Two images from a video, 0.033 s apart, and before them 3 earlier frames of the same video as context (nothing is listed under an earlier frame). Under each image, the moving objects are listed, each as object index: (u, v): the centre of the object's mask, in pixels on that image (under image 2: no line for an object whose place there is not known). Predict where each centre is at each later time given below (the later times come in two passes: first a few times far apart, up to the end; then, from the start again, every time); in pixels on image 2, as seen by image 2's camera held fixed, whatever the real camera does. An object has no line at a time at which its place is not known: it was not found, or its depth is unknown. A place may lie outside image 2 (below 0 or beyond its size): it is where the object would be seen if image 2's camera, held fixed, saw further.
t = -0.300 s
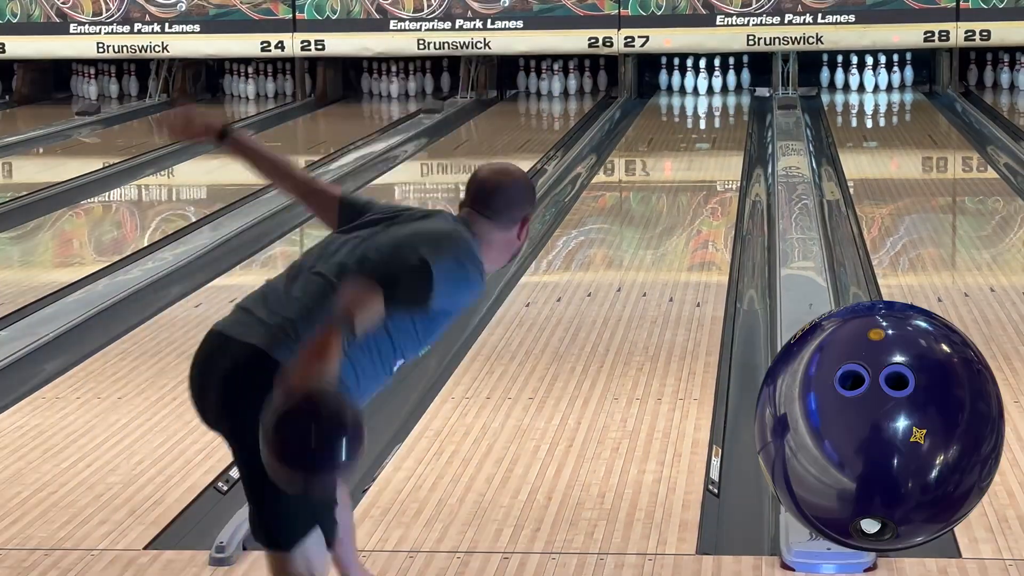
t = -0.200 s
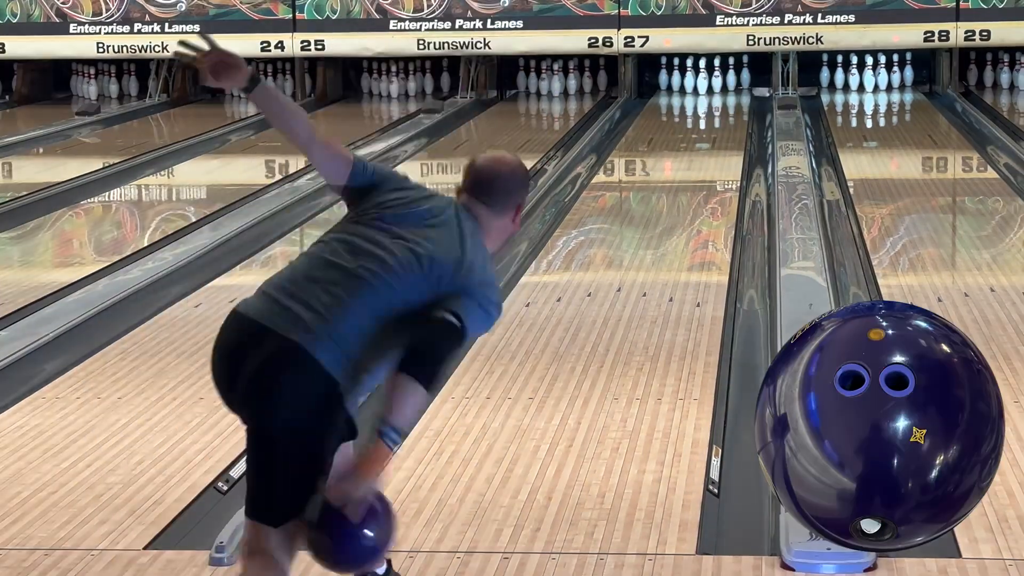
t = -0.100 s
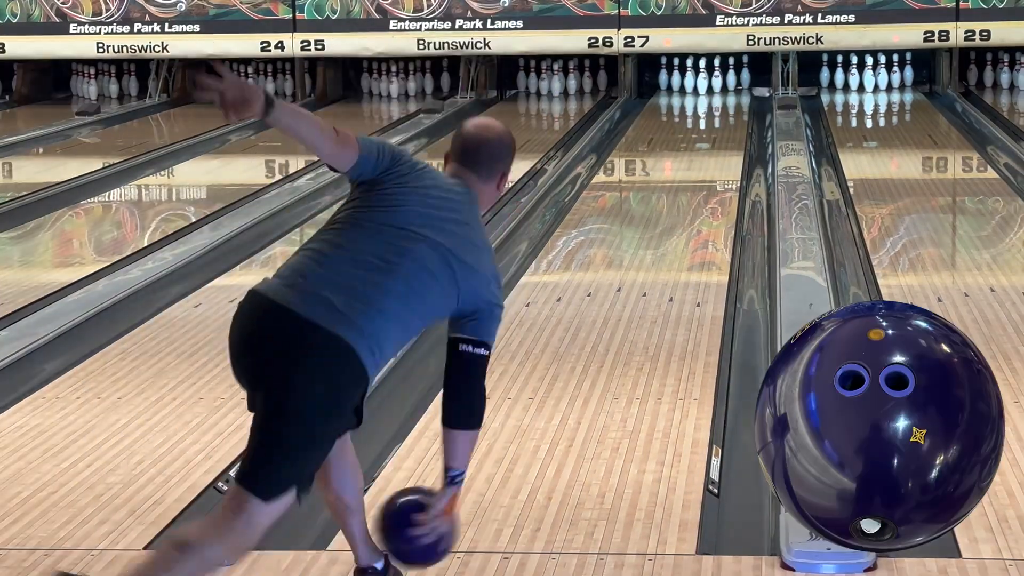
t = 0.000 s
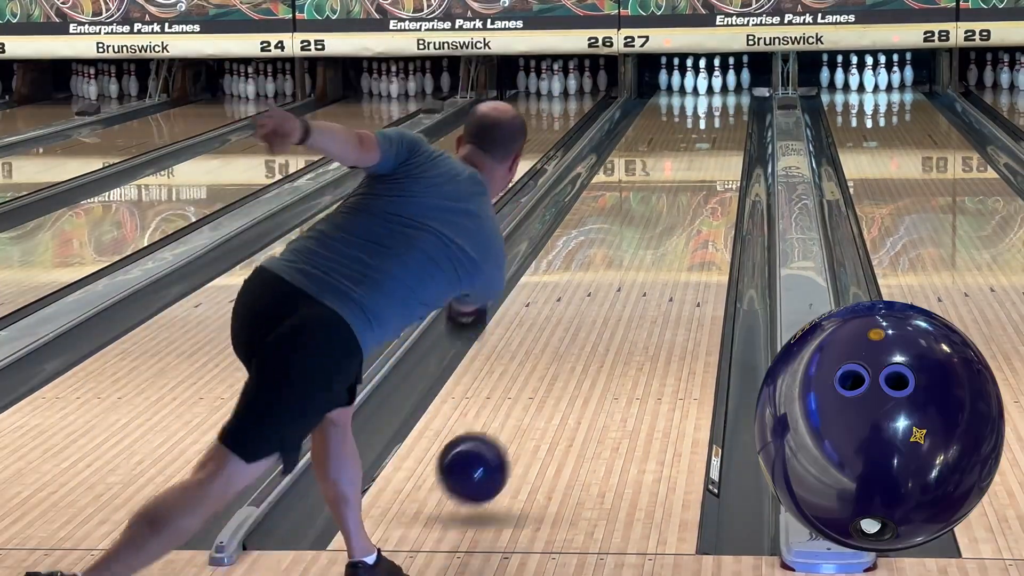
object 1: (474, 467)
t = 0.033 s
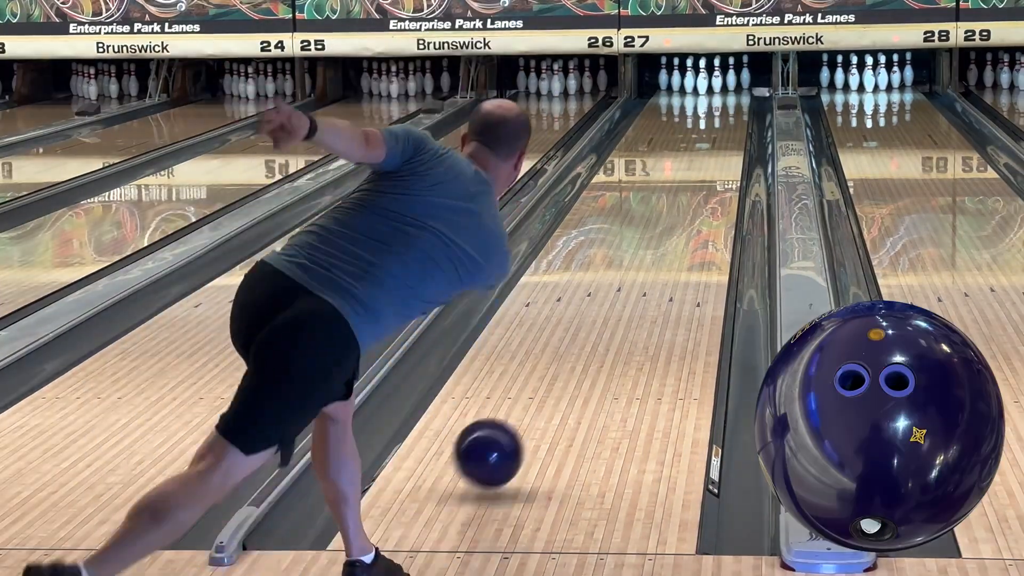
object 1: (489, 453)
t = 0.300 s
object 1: (578, 340)
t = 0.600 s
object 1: (637, 255)
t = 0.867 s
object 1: (671, 206)
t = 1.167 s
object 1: (698, 165)
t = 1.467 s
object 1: (715, 136)
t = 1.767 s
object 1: (723, 114)
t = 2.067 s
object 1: (720, 97)
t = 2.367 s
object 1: (710, 84)
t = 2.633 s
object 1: (701, 80)
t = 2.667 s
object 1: (700, 79)
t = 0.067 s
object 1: (503, 442)
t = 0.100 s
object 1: (516, 426)
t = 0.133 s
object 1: (528, 409)
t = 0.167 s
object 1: (540, 393)
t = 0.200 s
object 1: (551, 378)
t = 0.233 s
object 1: (561, 365)
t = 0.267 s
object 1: (570, 352)
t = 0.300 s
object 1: (578, 340)
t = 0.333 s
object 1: (587, 328)
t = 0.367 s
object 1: (594, 317)
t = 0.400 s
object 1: (602, 307)
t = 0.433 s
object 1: (608, 297)
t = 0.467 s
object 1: (615, 288)
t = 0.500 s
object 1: (621, 279)
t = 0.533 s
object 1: (627, 271)
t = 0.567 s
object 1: (632, 263)
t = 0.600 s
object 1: (637, 255)
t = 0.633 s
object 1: (642, 248)
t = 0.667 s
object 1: (647, 242)
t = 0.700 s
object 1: (652, 235)
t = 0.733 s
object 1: (656, 229)
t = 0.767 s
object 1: (660, 223)
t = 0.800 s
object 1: (664, 217)
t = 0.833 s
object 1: (668, 211)
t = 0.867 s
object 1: (671, 206)
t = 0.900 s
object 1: (675, 201)
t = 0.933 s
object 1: (678, 196)
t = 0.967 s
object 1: (681, 191)
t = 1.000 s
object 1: (684, 186)
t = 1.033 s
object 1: (687, 182)
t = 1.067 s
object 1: (690, 177)
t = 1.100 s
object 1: (693, 173)
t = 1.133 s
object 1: (695, 169)
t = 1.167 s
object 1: (698, 165)
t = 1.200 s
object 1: (700, 162)
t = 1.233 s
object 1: (702, 158)
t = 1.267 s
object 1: (704, 155)
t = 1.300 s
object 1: (706, 152)
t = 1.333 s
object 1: (708, 148)
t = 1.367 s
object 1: (710, 145)
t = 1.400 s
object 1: (712, 142)
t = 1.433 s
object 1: (713, 139)
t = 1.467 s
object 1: (715, 136)
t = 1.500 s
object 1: (717, 133)
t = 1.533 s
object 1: (718, 131)
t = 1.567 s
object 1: (718, 128)
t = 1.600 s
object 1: (720, 126)
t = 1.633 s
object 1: (721, 123)
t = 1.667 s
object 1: (721, 121)
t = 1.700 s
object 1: (722, 118)
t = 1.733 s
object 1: (722, 116)
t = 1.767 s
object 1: (723, 114)
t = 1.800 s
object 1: (723, 112)
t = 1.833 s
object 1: (723, 110)
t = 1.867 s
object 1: (723, 107)
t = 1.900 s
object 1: (723, 105)
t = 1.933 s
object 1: (723, 104)
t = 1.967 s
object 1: (722, 102)
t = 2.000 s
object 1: (722, 100)
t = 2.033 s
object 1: (721, 98)
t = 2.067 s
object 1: (720, 97)
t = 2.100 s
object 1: (719, 95)
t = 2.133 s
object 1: (718, 94)
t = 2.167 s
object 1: (717, 92)
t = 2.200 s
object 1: (715, 91)
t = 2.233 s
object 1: (714, 89)
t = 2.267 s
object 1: (712, 88)
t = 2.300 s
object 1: (711, 86)
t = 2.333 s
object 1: (709, 86)
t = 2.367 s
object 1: (710, 84)
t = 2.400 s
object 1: (710, 84)
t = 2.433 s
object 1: (708, 83)
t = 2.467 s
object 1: (708, 82)
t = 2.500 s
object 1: (707, 82)
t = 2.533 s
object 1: (706, 81)
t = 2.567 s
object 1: (704, 81)
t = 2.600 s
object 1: (704, 81)
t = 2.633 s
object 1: (701, 80)
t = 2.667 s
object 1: (700, 79)
